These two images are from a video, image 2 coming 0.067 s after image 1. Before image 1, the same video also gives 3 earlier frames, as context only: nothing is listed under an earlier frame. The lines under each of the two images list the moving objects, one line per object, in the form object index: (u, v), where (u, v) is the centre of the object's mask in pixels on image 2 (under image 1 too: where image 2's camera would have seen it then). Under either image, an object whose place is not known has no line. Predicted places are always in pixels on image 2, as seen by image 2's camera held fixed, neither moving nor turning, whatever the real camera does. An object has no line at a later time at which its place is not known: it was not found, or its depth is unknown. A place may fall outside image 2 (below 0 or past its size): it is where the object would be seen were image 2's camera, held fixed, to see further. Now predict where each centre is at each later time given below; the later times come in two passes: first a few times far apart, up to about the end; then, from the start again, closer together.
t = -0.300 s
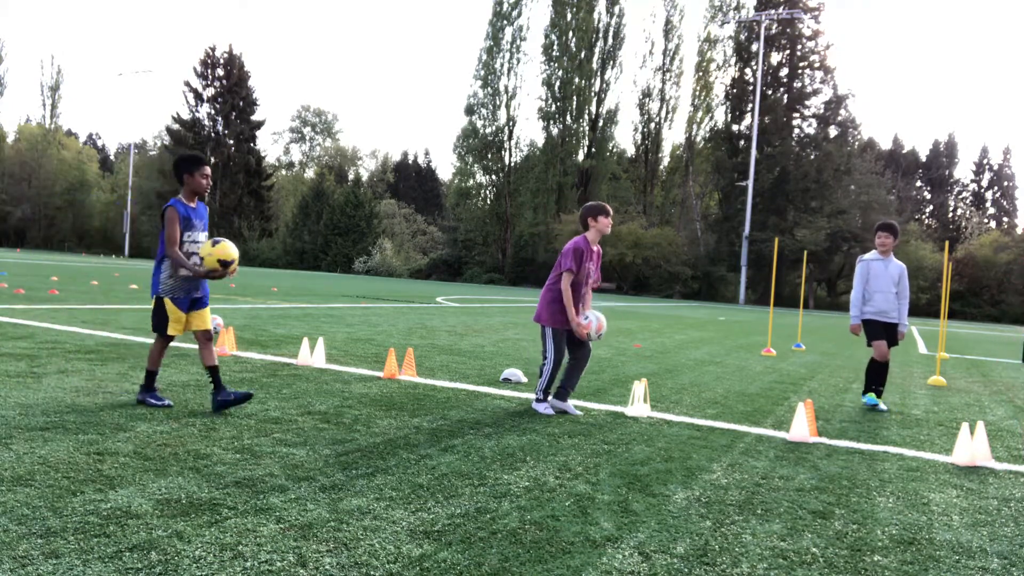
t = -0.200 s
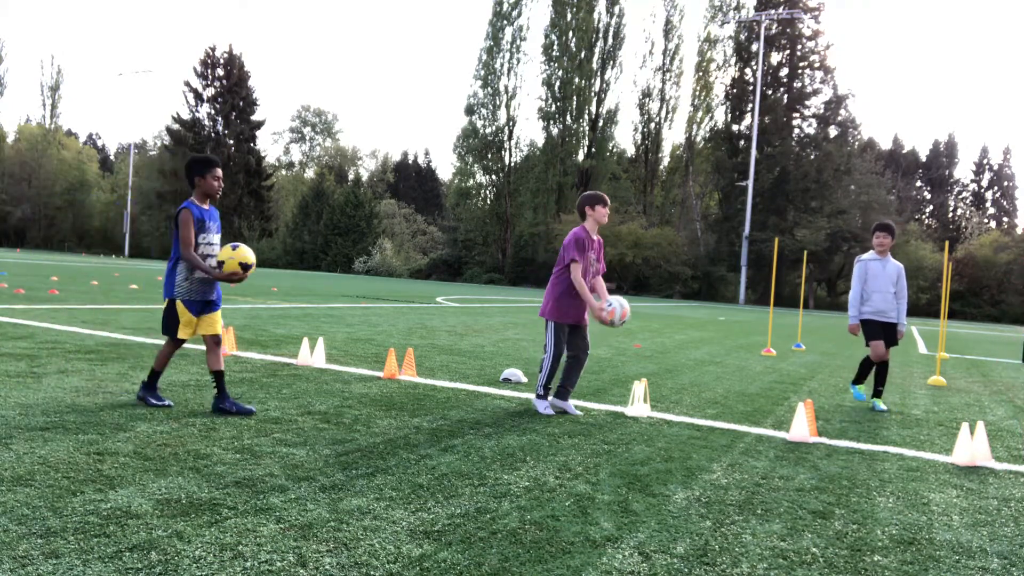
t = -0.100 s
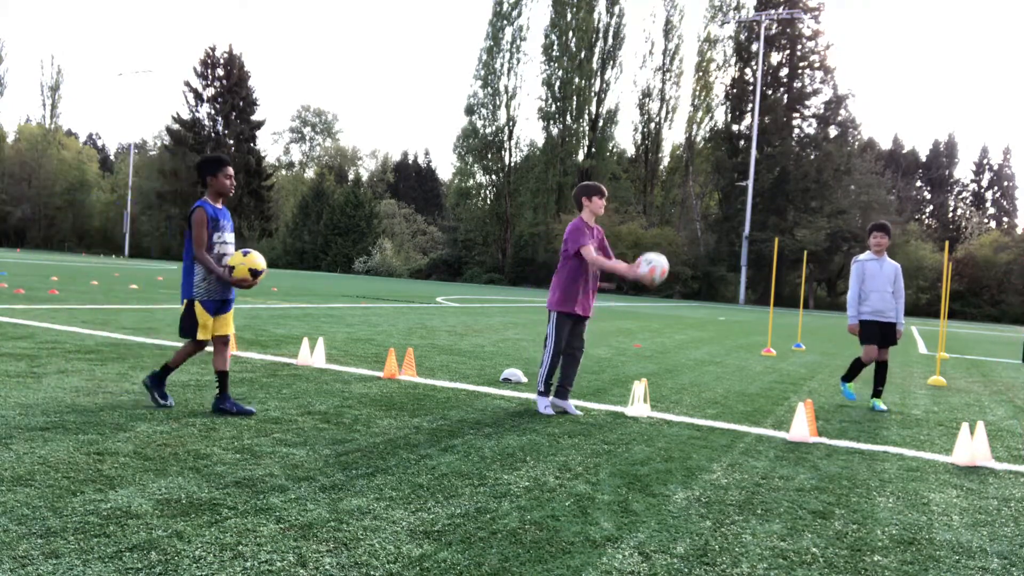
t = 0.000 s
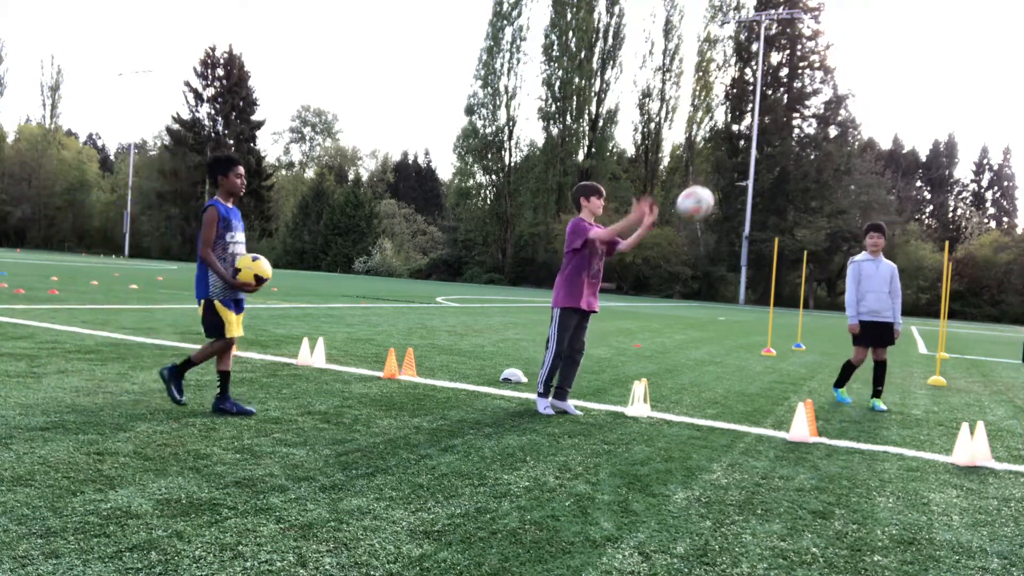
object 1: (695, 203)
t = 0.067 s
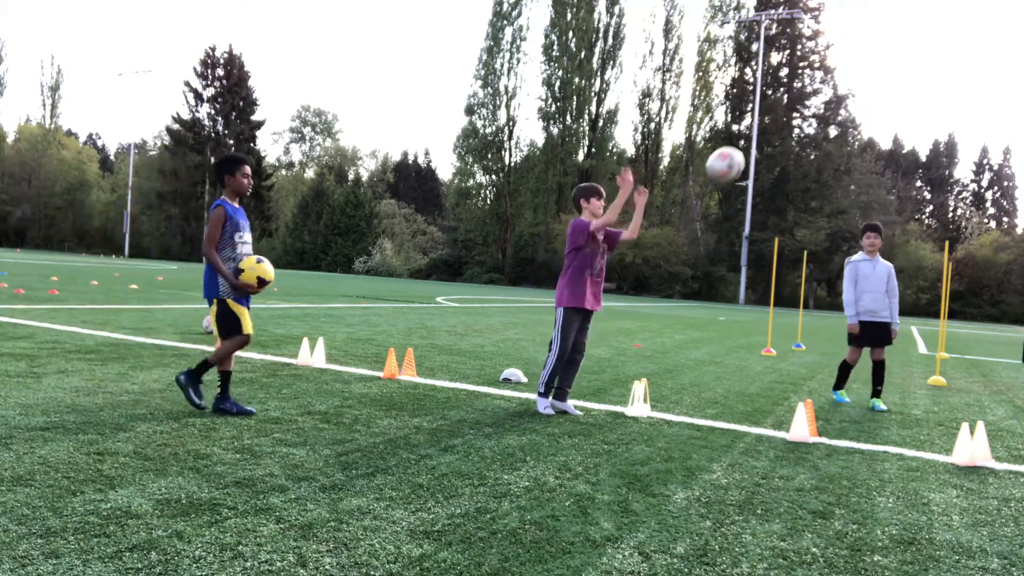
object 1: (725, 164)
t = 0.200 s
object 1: (787, 105)
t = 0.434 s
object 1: (899, 71)
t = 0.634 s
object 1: (1003, 118)
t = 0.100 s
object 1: (740, 147)
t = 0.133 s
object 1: (756, 131)
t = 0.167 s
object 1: (772, 117)
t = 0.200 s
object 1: (787, 105)
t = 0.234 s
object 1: (802, 94)
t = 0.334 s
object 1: (848, 75)
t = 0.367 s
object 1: (865, 71)
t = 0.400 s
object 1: (882, 69)
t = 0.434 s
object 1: (899, 71)
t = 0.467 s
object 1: (916, 73)
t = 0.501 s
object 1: (933, 76)
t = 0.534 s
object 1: (951, 83)
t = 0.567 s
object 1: (969, 92)
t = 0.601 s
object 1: (986, 104)
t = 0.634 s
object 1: (1003, 118)
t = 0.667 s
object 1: (1014, 135)
